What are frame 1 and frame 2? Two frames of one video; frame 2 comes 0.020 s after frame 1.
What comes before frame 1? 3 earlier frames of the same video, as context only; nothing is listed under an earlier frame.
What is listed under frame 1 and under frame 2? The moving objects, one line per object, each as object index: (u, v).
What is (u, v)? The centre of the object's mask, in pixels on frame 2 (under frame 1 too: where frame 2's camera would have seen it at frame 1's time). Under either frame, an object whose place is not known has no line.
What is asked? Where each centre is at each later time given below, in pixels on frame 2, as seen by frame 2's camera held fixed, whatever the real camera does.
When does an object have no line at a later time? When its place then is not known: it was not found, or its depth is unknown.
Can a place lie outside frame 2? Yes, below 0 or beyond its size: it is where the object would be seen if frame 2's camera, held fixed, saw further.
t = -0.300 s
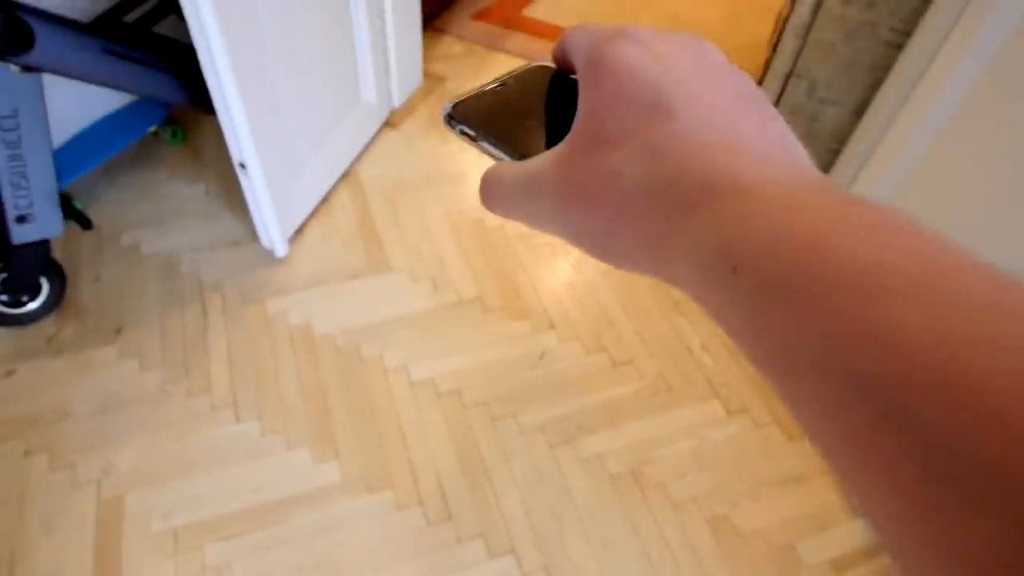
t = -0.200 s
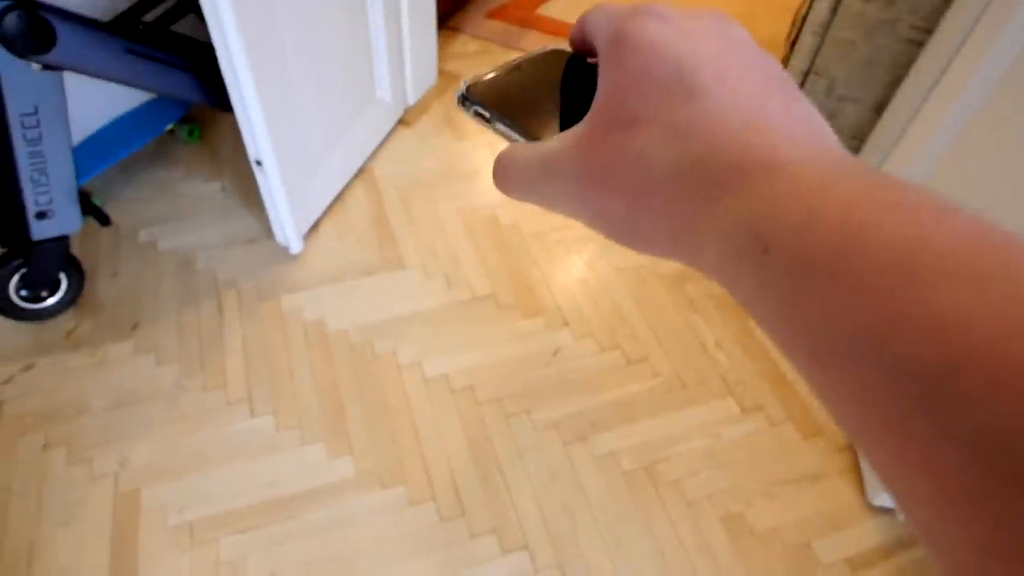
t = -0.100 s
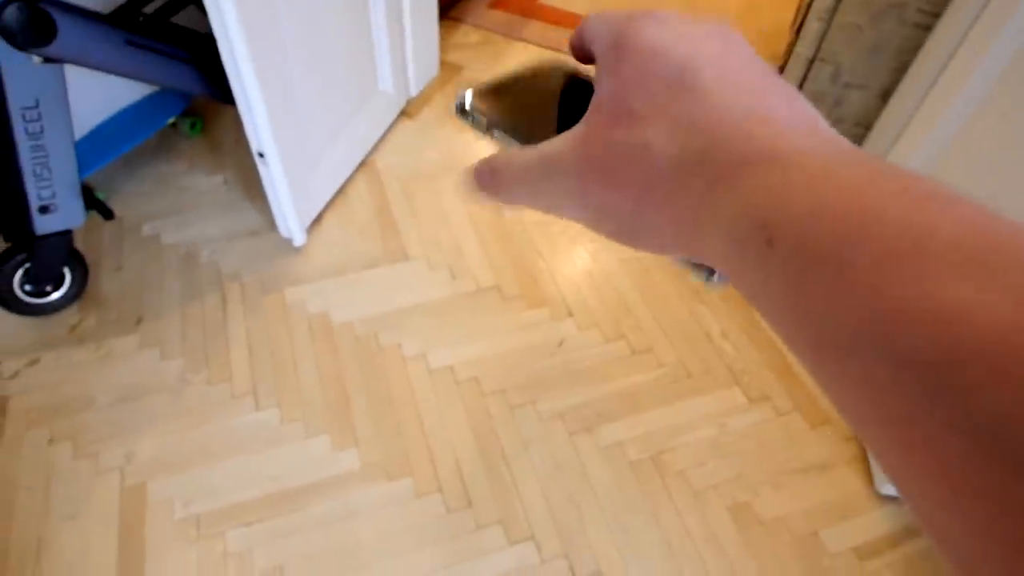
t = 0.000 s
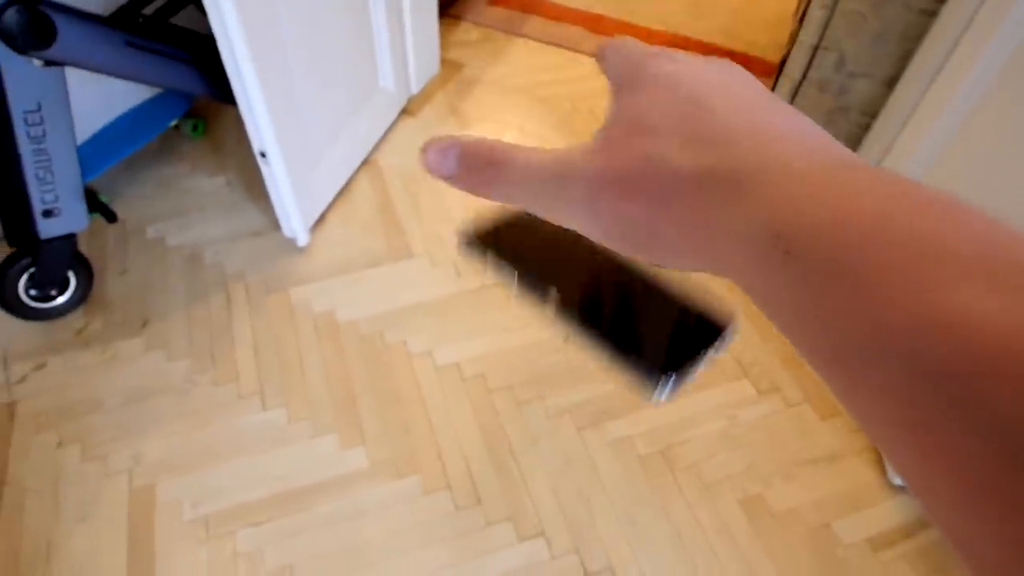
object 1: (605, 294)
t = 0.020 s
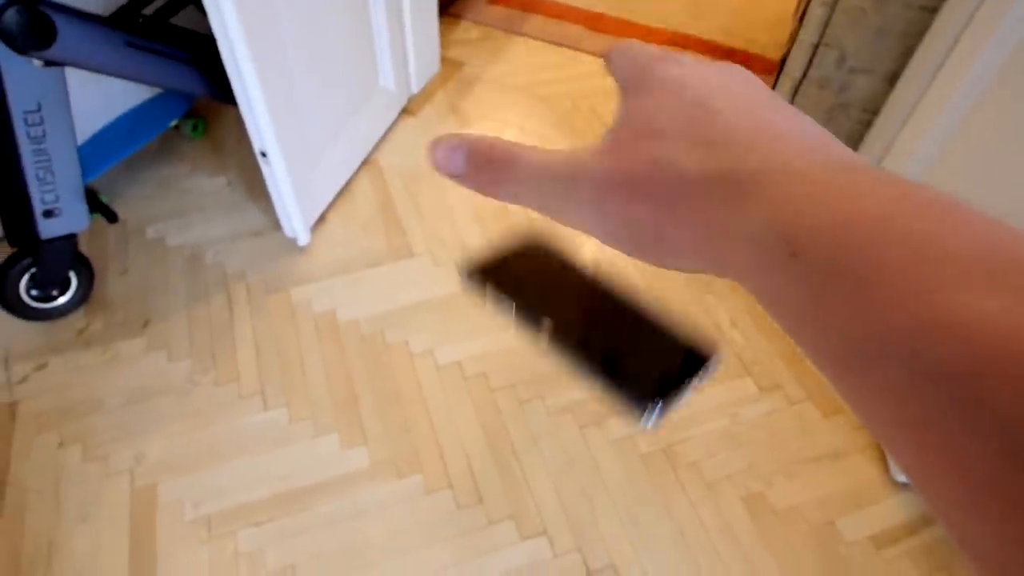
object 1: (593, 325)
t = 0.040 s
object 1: (584, 357)
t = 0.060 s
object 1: (576, 388)
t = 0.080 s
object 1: (568, 416)
